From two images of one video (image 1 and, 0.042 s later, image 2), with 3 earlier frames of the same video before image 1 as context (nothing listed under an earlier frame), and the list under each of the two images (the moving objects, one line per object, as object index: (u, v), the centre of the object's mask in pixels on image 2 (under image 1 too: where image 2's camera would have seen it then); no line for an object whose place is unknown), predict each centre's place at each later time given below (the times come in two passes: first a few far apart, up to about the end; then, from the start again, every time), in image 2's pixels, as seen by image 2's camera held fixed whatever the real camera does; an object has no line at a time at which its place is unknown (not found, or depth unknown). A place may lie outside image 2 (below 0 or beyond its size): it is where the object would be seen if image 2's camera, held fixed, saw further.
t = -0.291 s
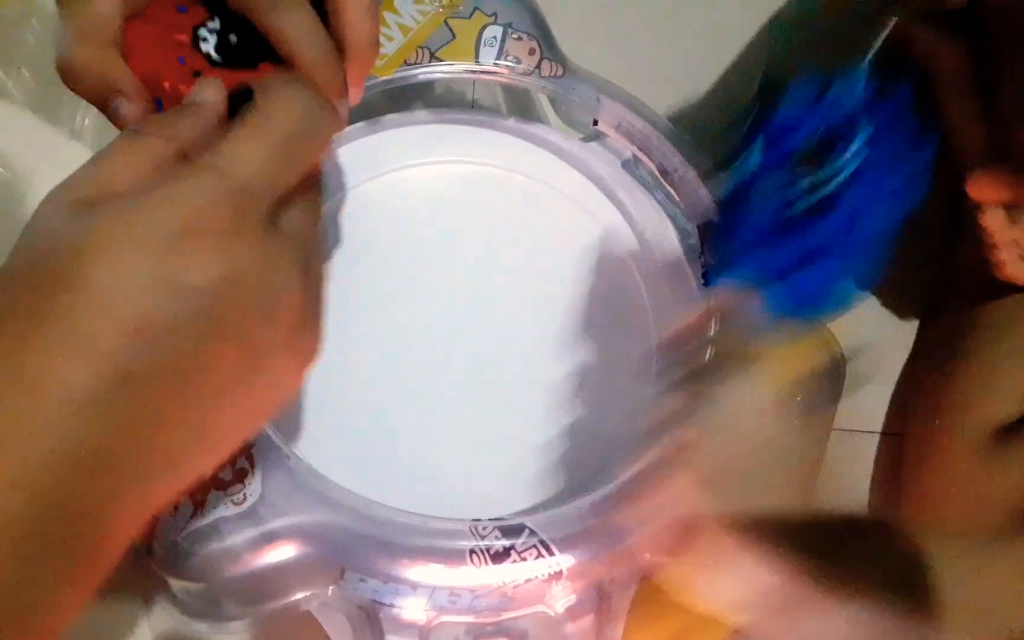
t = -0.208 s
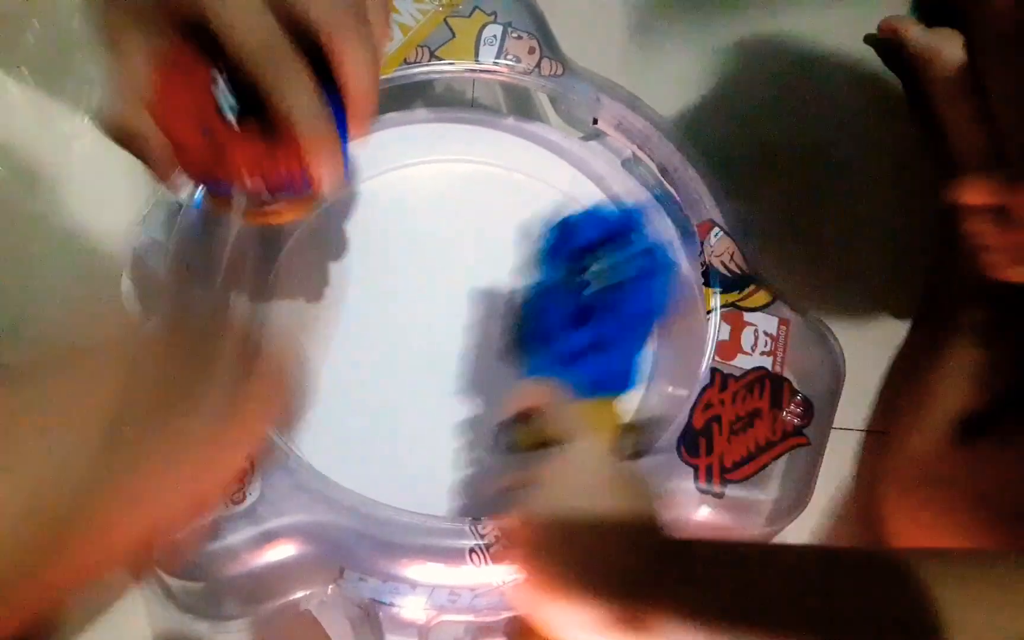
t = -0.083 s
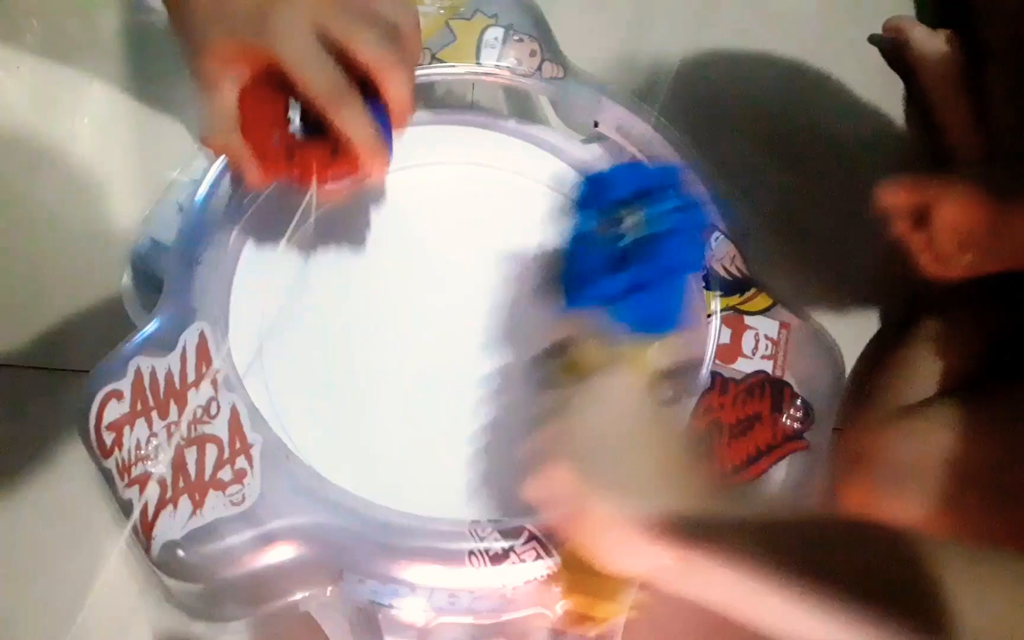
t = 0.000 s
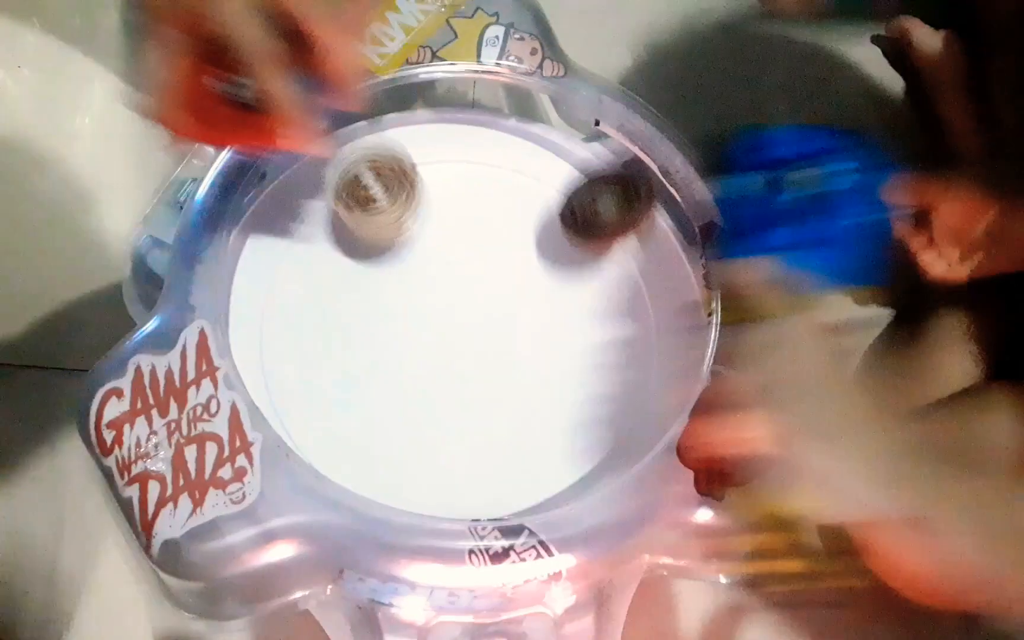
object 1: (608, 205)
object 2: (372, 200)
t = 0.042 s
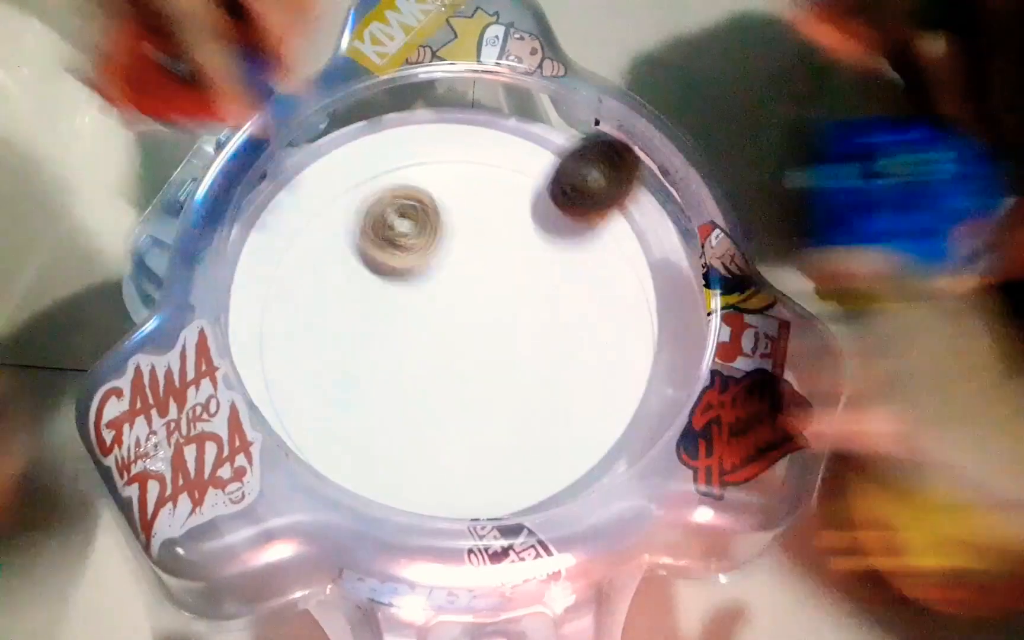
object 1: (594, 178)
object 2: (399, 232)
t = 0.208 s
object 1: (510, 127)
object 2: (508, 329)
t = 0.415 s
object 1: (390, 200)
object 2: (579, 431)
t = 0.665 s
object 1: (402, 363)
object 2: (508, 391)
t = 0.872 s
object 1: (383, 374)
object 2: (517, 307)
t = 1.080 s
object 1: (385, 291)
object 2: (513, 273)
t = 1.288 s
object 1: (312, 210)
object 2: (606, 282)
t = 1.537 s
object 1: (422, 234)
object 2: (510, 331)
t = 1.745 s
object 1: (439, 287)
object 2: (391, 371)
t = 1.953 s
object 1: (380, 322)
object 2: (363, 419)
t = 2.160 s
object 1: (336, 284)
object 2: (440, 421)
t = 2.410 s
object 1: (410, 276)
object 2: (513, 333)
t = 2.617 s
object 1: (399, 247)
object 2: (602, 359)
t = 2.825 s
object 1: (422, 296)
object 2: (557, 346)
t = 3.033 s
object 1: (390, 346)
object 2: (541, 339)
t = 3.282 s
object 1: (381, 365)
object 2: (526, 327)
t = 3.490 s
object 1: (364, 354)
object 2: (551, 307)
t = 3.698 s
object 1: (428, 329)
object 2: (528, 306)
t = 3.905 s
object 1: (451, 342)
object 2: (547, 317)
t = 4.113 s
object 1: (454, 371)
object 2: (551, 324)
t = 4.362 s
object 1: (439, 395)
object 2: (522, 322)
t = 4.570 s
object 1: (395, 403)
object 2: (525, 302)
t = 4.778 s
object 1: (421, 367)
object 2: (506, 309)
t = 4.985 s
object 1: (382, 365)
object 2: (557, 291)
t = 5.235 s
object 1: (421, 338)
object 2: (541, 292)
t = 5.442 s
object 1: (426, 349)
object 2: (560, 294)
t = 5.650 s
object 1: (444, 370)
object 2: (536, 308)
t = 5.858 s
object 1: (424, 383)
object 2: (521, 319)
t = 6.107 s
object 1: (418, 369)
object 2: (516, 333)
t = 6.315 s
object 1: (415, 343)
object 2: (519, 341)
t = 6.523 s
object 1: (356, 303)
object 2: (576, 352)
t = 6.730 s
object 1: (395, 285)
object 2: (533, 341)
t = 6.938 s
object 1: (429, 273)
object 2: (491, 360)
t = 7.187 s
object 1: (450, 289)
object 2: (456, 382)
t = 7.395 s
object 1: (470, 298)
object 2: (435, 394)
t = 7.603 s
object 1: (490, 273)
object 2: (420, 412)
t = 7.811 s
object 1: (488, 303)
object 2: (427, 383)
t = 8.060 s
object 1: (495, 307)
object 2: (432, 367)
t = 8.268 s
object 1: (518, 287)
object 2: (416, 381)
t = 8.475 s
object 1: (528, 301)
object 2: (410, 374)
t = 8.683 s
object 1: (544, 302)
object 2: (401, 378)
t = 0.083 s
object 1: (577, 165)
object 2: (428, 248)
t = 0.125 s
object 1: (562, 142)
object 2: (456, 273)
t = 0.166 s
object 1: (537, 128)
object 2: (485, 308)
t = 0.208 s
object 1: (510, 127)
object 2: (508, 329)
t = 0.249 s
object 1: (480, 147)
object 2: (532, 356)
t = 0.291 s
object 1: (459, 142)
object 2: (552, 383)
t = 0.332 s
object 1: (433, 150)
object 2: (566, 400)
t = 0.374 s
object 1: (407, 178)
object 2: (575, 417)
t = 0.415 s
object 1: (390, 200)
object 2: (579, 431)
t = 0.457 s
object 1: (376, 232)
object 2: (578, 436)
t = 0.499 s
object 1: (370, 261)
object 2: (571, 436)
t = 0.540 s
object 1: (369, 292)
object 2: (560, 431)
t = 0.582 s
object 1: (374, 321)
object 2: (545, 421)
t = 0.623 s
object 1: (386, 345)
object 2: (527, 407)
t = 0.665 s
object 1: (402, 363)
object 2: (508, 391)
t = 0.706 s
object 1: (404, 377)
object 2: (503, 371)
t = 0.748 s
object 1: (395, 383)
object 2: (509, 356)
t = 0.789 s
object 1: (387, 385)
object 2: (513, 339)
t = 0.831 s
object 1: (384, 382)
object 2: (516, 322)
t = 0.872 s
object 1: (383, 374)
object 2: (517, 307)
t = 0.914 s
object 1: (386, 363)
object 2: (515, 295)
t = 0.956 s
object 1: (390, 349)
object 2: (511, 285)
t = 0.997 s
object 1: (396, 330)
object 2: (505, 279)
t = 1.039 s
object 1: (402, 309)
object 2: (498, 277)
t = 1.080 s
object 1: (385, 291)
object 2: (513, 273)
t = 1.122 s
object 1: (356, 275)
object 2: (542, 270)
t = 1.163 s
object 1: (330, 256)
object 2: (568, 268)
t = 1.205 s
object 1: (311, 236)
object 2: (587, 270)
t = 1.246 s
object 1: (302, 217)
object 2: (601, 275)
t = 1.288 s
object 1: (312, 210)
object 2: (606, 282)
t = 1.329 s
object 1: (328, 210)
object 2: (603, 290)
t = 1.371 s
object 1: (347, 212)
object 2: (594, 298)
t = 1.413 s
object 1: (367, 216)
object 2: (578, 308)
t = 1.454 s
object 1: (387, 221)
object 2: (558, 316)
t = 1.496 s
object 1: (407, 227)
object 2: (534, 324)
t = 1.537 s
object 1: (422, 234)
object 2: (510, 331)
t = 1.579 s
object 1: (433, 242)
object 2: (484, 339)
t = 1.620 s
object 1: (440, 252)
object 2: (457, 347)
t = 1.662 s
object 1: (444, 263)
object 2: (433, 354)
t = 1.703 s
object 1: (444, 276)
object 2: (410, 362)
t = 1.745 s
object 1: (439, 287)
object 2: (391, 371)
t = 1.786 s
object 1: (430, 309)
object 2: (376, 379)
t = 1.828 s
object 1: (419, 319)
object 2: (367, 387)
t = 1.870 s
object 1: (405, 325)
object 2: (360, 397)
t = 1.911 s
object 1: (393, 325)
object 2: (359, 409)
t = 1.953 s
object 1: (380, 322)
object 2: (363, 419)
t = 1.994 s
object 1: (367, 317)
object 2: (372, 427)
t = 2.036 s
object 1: (354, 310)
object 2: (385, 432)
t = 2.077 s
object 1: (345, 302)
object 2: (402, 432)
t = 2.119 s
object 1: (338, 293)
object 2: (421, 429)
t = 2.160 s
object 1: (336, 284)
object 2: (440, 421)
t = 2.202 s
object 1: (339, 278)
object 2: (457, 411)
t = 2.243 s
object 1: (346, 273)
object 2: (475, 397)
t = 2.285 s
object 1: (359, 271)
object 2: (489, 383)
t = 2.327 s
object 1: (373, 269)
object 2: (501, 366)
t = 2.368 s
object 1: (390, 272)
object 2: (509, 349)
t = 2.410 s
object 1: (410, 276)
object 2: (513, 333)
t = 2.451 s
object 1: (428, 283)
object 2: (515, 320)
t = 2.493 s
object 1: (421, 271)
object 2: (542, 328)
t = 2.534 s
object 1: (410, 258)
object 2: (570, 341)
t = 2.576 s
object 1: (403, 250)
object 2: (590, 351)
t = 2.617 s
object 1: (399, 247)
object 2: (602, 359)
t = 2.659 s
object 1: (398, 250)
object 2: (605, 362)
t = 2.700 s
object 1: (400, 256)
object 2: (601, 361)
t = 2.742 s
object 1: (405, 267)
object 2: (590, 359)
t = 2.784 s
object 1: (413, 281)
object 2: (575, 353)
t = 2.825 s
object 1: (422, 296)
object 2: (557, 346)
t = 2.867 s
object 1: (431, 313)
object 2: (536, 338)
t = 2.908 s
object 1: (431, 326)
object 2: (528, 334)
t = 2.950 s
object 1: (414, 334)
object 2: (536, 336)
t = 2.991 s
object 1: (400, 339)
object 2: (541, 338)
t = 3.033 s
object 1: (390, 346)
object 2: (541, 339)
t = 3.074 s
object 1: (385, 351)
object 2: (538, 339)
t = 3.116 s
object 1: (385, 355)
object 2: (530, 338)
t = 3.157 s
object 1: (389, 359)
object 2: (520, 337)
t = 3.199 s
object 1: (397, 361)
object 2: (509, 335)
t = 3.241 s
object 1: (401, 362)
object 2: (505, 332)
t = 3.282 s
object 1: (381, 365)
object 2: (526, 327)
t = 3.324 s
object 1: (364, 365)
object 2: (544, 321)
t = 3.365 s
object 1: (355, 365)
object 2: (554, 317)
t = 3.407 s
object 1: (353, 359)
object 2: (558, 313)
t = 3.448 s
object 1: (355, 358)
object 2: (557, 310)
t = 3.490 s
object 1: (364, 354)
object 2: (551, 307)
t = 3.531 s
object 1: (376, 348)
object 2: (544, 305)
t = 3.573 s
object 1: (393, 342)
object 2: (535, 305)
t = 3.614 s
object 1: (412, 337)
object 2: (525, 305)
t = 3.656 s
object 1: (427, 331)
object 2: (520, 306)
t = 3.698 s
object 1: (428, 329)
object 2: (528, 306)
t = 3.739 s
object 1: (431, 328)
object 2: (535, 306)
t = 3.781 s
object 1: (436, 330)
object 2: (537, 308)
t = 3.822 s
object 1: (445, 334)
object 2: (538, 310)
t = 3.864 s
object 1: (447, 337)
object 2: (543, 313)
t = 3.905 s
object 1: (451, 342)
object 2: (547, 317)
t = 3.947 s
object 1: (455, 347)
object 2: (549, 320)
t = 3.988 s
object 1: (457, 353)
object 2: (551, 322)
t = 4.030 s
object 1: (459, 359)
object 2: (551, 323)
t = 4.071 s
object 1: (456, 364)
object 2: (551, 324)
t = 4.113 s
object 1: (454, 371)
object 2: (551, 324)
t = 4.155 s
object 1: (453, 377)
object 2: (549, 324)
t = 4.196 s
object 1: (453, 382)
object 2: (543, 325)
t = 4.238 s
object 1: (453, 385)
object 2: (538, 324)
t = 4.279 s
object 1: (450, 390)
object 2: (532, 323)
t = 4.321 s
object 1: (444, 394)
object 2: (527, 322)
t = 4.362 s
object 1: (439, 395)
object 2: (522, 322)
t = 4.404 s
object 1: (435, 396)
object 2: (516, 323)
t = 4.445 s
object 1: (431, 394)
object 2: (510, 324)
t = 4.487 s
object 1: (417, 401)
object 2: (517, 315)
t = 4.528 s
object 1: (403, 404)
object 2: (522, 308)
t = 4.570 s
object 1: (395, 403)
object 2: (525, 302)
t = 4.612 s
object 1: (392, 401)
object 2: (524, 299)
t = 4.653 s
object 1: (393, 395)
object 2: (523, 298)
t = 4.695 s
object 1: (399, 387)
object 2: (519, 299)
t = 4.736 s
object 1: (409, 377)
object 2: (513, 304)
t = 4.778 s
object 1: (421, 367)
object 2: (506, 309)
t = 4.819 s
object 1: (409, 368)
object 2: (521, 305)
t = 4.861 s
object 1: (394, 370)
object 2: (539, 298)
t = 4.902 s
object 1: (385, 369)
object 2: (551, 294)
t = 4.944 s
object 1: (382, 368)
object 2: (557, 292)
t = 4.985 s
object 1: (382, 365)
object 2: (557, 291)
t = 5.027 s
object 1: (388, 359)
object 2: (553, 290)
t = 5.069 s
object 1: (398, 355)
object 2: (546, 291)
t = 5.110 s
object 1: (411, 343)
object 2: (538, 292)
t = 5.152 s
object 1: (424, 342)
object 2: (528, 294)
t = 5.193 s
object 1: (431, 337)
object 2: (525, 295)
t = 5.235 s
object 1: (421, 338)
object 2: (541, 292)
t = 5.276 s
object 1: (414, 340)
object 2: (555, 290)
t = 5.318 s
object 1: (412, 342)
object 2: (563, 290)
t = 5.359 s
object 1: (414, 344)
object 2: (565, 291)
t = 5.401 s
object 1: (418, 348)
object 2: (564, 292)
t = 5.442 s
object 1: (426, 349)
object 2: (560, 294)
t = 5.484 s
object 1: (437, 352)
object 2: (552, 298)
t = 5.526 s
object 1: (447, 354)
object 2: (542, 302)
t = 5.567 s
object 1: (450, 359)
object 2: (538, 304)
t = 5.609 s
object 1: (446, 365)
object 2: (538, 306)
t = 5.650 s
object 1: (444, 370)
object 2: (536, 308)
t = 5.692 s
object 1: (442, 374)
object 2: (532, 310)
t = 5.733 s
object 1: (440, 377)
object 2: (528, 313)
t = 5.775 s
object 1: (440, 377)
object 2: (523, 317)
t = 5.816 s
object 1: (432, 380)
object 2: (521, 318)
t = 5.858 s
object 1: (424, 383)
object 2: (521, 319)
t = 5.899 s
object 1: (420, 383)
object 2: (520, 320)
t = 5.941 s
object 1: (419, 382)
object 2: (517, 323)
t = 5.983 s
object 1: (421, 378)
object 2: (514, 326)
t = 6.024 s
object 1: (421, 376)
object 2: (514, 329)
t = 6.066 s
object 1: (418, 374)
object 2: (515, 330)
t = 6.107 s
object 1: (418, 369)
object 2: (516, 333)
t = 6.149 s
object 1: (418, 365)
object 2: (515, 335)
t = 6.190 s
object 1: (413, 360)
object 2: (521, 337)
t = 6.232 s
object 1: (410, 356)
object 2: (523, 339)
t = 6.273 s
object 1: (411, 349)
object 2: (522, 340)
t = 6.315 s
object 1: (415, 343)
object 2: (519, 341)
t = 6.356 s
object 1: (418, 338)
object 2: (516, 343)
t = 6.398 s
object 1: (397, 329)
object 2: (539, 348)
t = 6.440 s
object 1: (376, 321)
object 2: (559, 351)
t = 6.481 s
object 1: (362, 312)
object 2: (571, 352)
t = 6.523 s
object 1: (356, 303)
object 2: (576, 352)
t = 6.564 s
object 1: (355, 297)
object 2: (575, 351)
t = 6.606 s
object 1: (358, 291)
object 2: (569, 349)
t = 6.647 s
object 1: (368, 287)
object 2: (560, 346)
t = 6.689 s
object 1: (380, 286)
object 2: (548, 344)
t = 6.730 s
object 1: (395, 285)
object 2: (533, 341)
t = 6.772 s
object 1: (412, 286)
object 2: (517, 337)
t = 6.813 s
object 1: (428, 290)
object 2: (500, 335)
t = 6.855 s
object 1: (429, 284)
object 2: (499, 343)
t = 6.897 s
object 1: (429, 277)
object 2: (496, 353)
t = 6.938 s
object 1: (429, 273)
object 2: (491, 360)
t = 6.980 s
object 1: (430, 272)
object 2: (485, 365)
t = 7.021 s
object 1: (434, 276)
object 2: (479, 367)
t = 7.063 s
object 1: (438, 283)
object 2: (472, 368)
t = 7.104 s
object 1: (443, 291)
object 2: (465, 368)
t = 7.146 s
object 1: (447, 291)
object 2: (461, 375)
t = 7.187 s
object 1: (450, 289)
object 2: (456, 382)
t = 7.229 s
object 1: (453, 290)
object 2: (452, 386)
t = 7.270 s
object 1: (457, 292)
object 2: (448, 386)
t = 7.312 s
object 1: (460, 298)
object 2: (445, 385)
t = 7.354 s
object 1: (464, 304)
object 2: (442, 381)
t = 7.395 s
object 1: (470, 298)
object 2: (435, 394)
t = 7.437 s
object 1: (477, 284)
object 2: (428, 408)
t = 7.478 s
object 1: (482, 274)
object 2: (423, 416)
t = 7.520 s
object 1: (487, 270)
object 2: (420, 418)
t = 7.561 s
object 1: (489, 269)
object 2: (420, 417)
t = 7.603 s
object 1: (490, 273)
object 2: (420, 412)
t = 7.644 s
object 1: (489, 280)
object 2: (422, 405)
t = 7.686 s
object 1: (487, 290)
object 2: (425, 396)
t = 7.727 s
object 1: (484, 300)
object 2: (429, 385)
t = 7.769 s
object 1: (483, 313)
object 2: (431, 377)
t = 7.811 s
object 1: (488, 303)
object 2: (427, 383)
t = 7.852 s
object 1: (493, 297)
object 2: (424, 387)
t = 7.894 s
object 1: (497, 293)
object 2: (423, 386)
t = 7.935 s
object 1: (499, 293)
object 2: (423, 384)
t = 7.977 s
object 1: (498, 296)
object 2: (425, 380)
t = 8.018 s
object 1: (497, 301)
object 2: (428, 374)
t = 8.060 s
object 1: (495, 307)
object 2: (432, 367)
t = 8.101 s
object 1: (500, 302)
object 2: (425, 374)
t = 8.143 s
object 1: (508, 293)
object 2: (418, 381)
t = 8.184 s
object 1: (513, 288)
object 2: (414, 384)
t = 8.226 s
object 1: (517, 285)
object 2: (414, 384)
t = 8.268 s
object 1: (518, 287)
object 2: (416, 381)
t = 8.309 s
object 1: (516, 291)
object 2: (420, 377)
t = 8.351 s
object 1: (511, 299)
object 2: (425, 371)
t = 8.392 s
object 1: (507, 307)
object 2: (432, 365)
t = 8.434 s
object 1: (511, 309)
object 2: (427, 366)
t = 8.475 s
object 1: (528, 301)
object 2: (410, 374)
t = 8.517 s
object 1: (539, 295)
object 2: (398, 380)
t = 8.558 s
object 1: (547, 292)
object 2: (392, 383)
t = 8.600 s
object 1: (551, 292)
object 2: (392, 383)
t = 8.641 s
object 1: (549, 297)
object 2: (395, 381)
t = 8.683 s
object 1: (544, 302)
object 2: (401, 378)
